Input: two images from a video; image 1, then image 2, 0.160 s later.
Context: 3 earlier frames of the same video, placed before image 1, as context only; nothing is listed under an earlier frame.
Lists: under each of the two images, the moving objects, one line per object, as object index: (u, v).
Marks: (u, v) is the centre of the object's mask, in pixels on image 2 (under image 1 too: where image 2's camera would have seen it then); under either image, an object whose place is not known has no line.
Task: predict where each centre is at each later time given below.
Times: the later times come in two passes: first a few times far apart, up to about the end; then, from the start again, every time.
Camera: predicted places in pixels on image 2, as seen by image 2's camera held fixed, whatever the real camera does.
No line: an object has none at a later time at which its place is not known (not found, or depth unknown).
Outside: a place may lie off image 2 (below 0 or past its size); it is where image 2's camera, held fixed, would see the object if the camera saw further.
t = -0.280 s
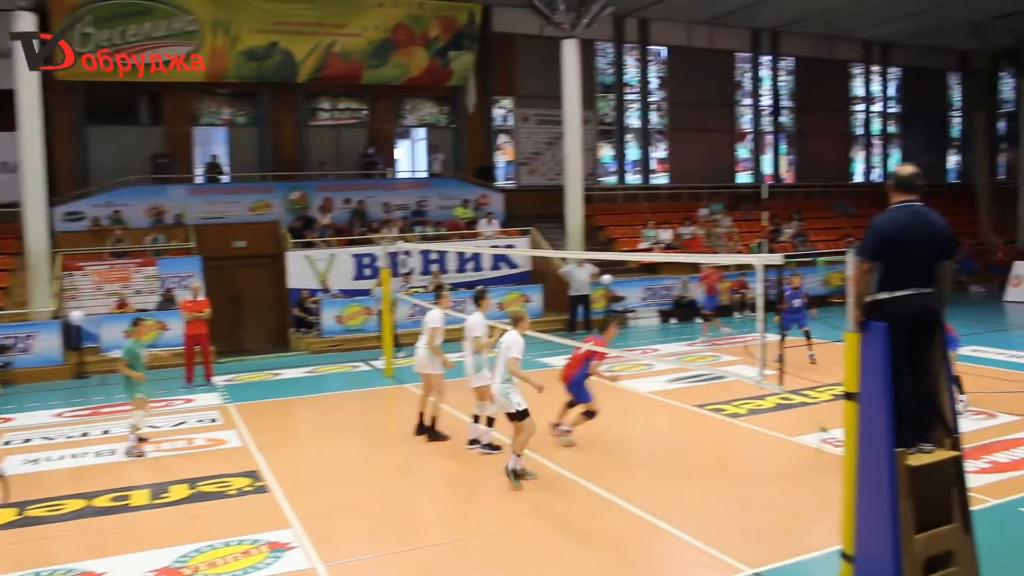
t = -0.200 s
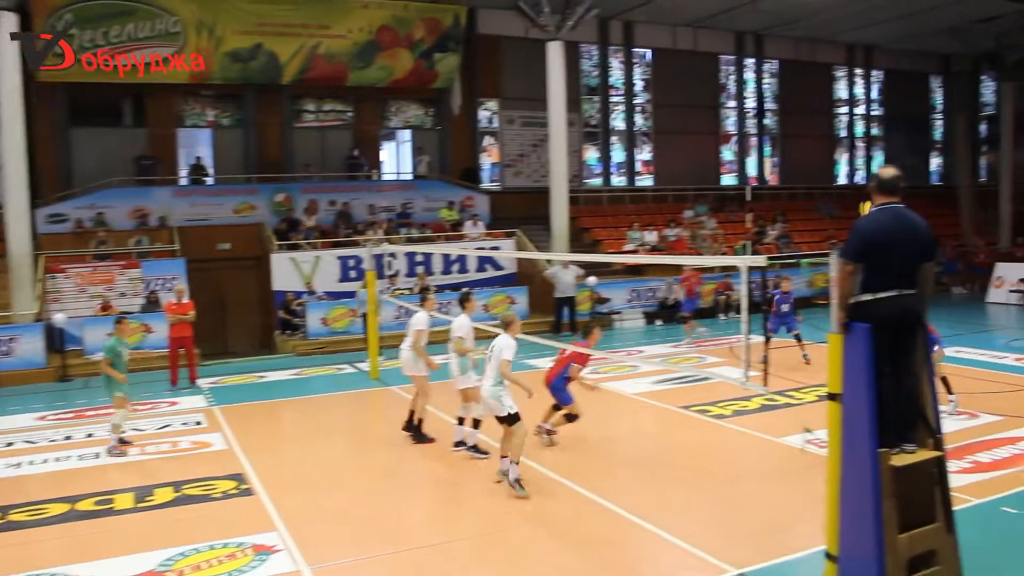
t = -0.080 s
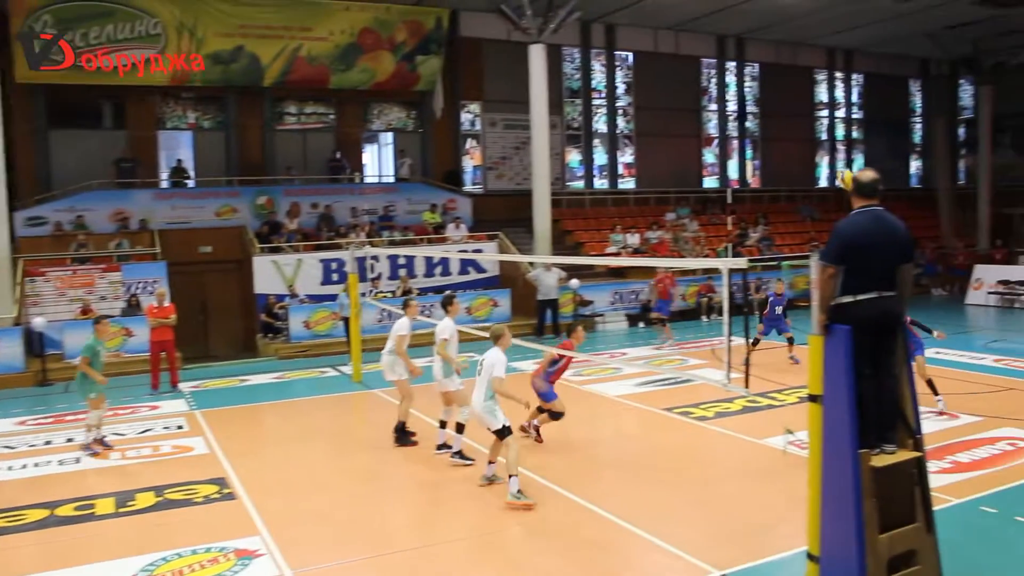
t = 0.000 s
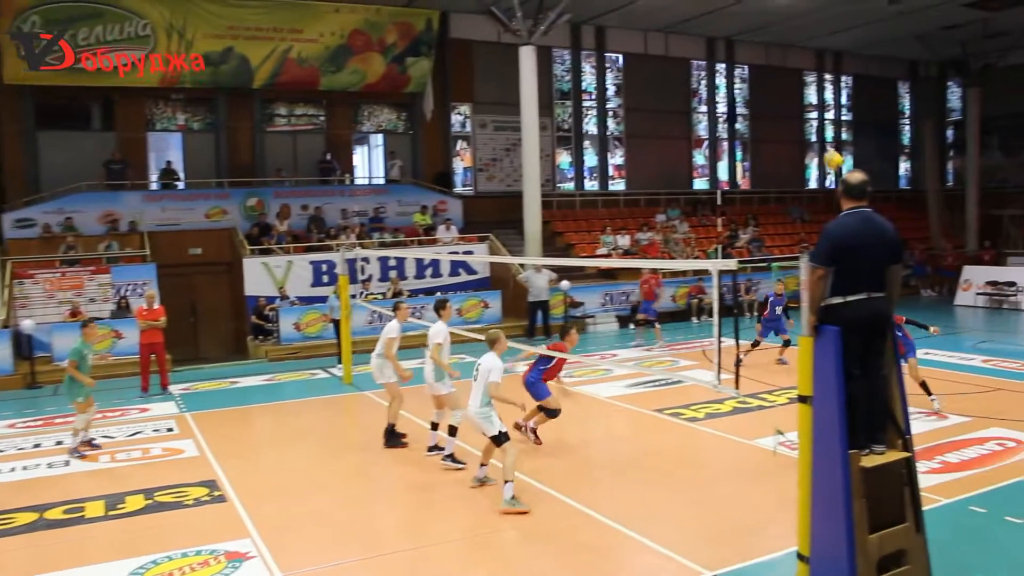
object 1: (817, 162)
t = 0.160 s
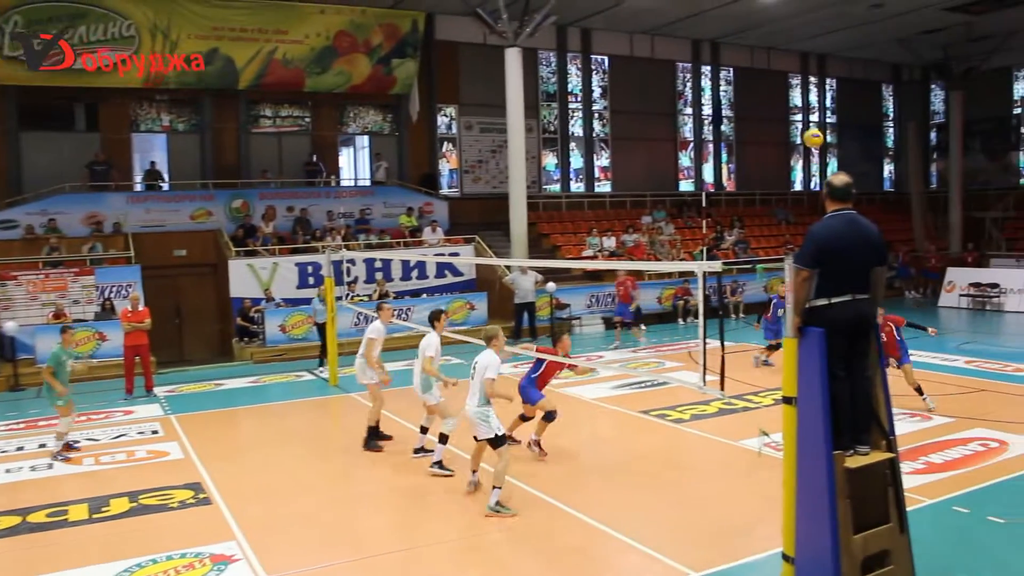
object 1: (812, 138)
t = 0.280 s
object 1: (811, 133)
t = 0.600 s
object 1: (804, 182)
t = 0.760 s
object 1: (797, 244)
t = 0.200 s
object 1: (812, 136)
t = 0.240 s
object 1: (811, 133)
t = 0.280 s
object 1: (811, 133)
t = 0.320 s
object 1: (810, 133)
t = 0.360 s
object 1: (808, 135)
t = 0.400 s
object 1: (808, 139)
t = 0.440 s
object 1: (807, 144)
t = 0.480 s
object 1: (805, 151)
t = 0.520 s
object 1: (805, 158)
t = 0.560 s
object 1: (805, 168)
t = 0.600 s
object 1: (804, 182)
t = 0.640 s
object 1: (803, 197)
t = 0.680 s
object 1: (802, 211)
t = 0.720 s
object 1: (803, 227)
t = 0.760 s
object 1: (797, 244)
